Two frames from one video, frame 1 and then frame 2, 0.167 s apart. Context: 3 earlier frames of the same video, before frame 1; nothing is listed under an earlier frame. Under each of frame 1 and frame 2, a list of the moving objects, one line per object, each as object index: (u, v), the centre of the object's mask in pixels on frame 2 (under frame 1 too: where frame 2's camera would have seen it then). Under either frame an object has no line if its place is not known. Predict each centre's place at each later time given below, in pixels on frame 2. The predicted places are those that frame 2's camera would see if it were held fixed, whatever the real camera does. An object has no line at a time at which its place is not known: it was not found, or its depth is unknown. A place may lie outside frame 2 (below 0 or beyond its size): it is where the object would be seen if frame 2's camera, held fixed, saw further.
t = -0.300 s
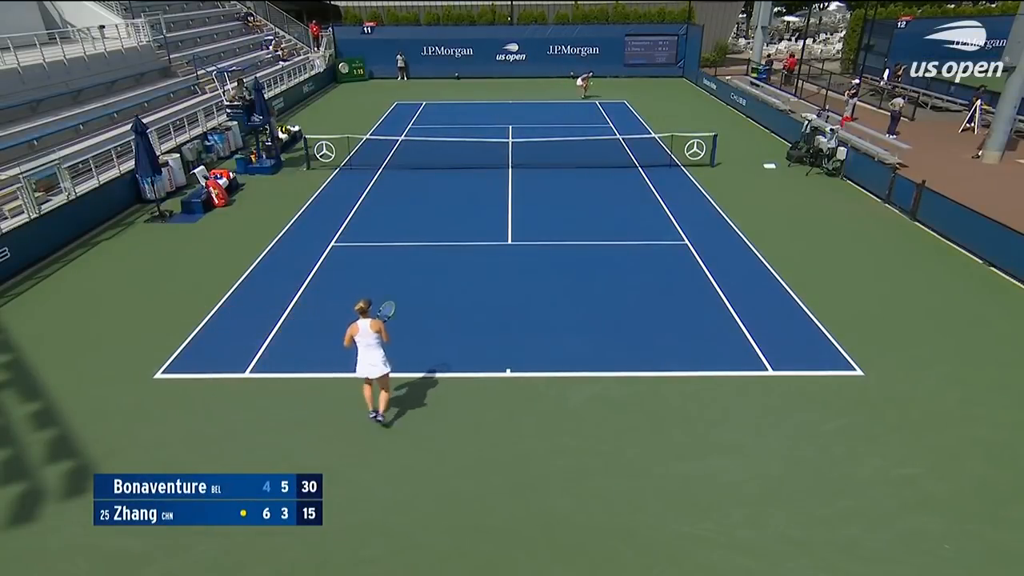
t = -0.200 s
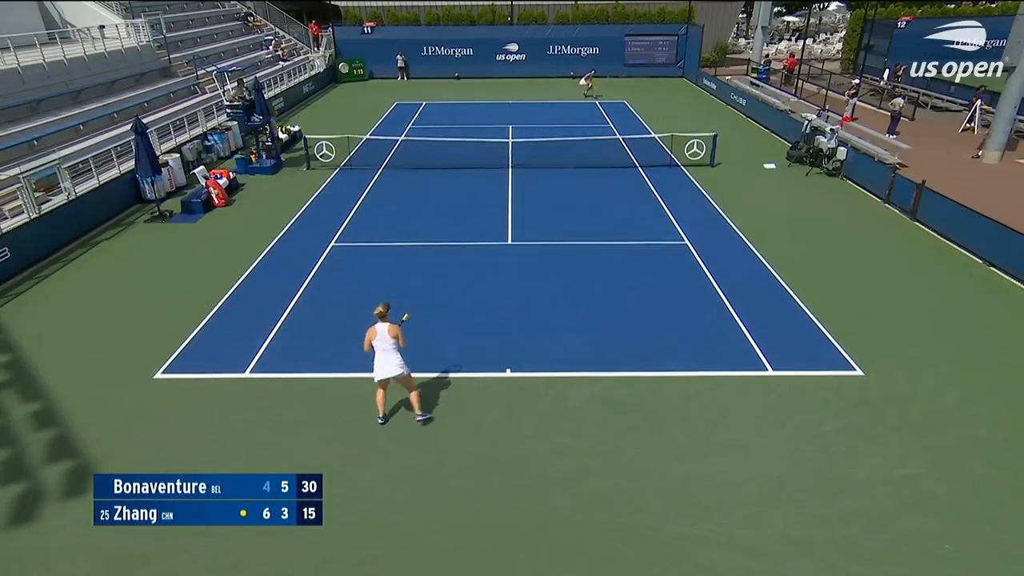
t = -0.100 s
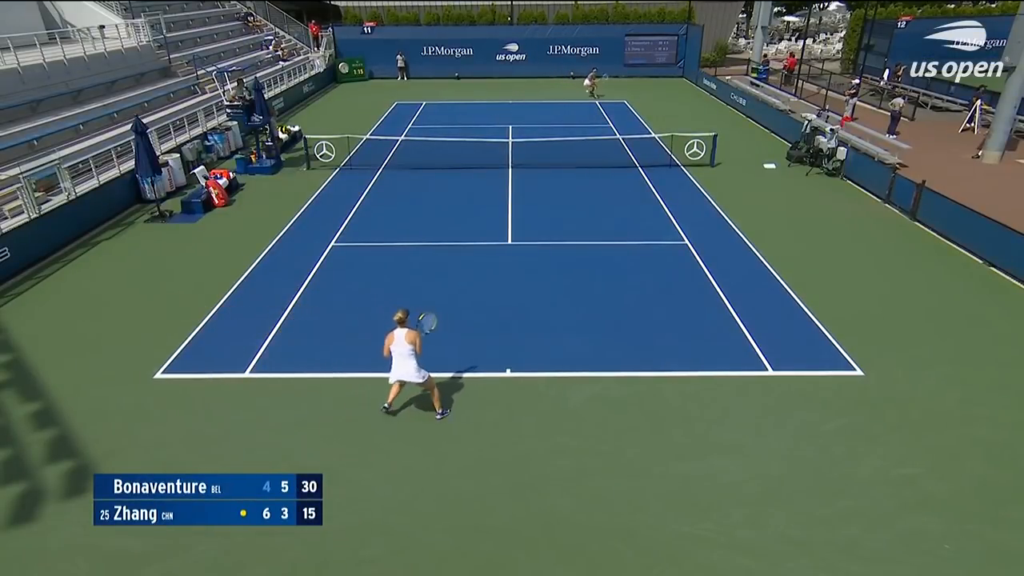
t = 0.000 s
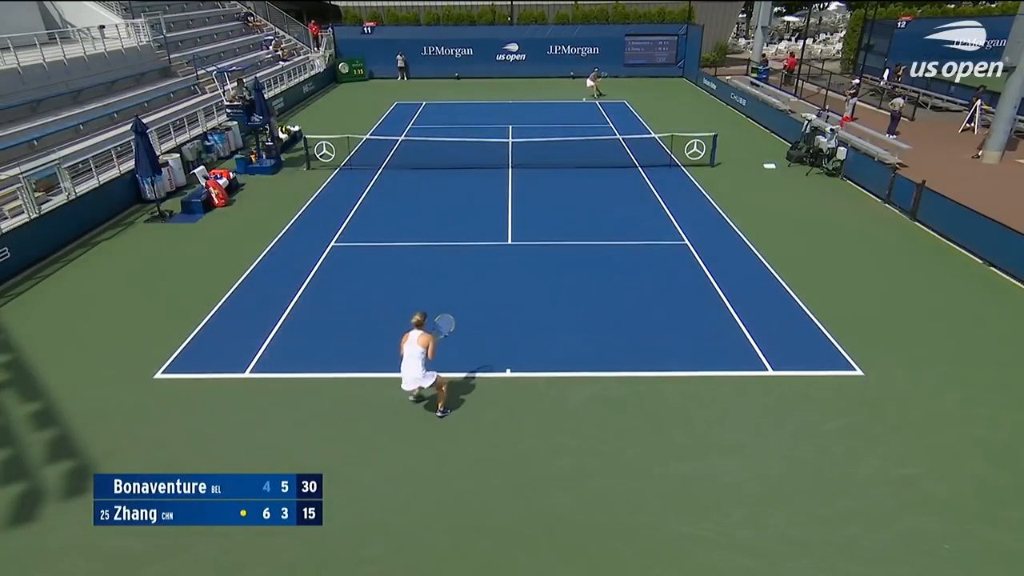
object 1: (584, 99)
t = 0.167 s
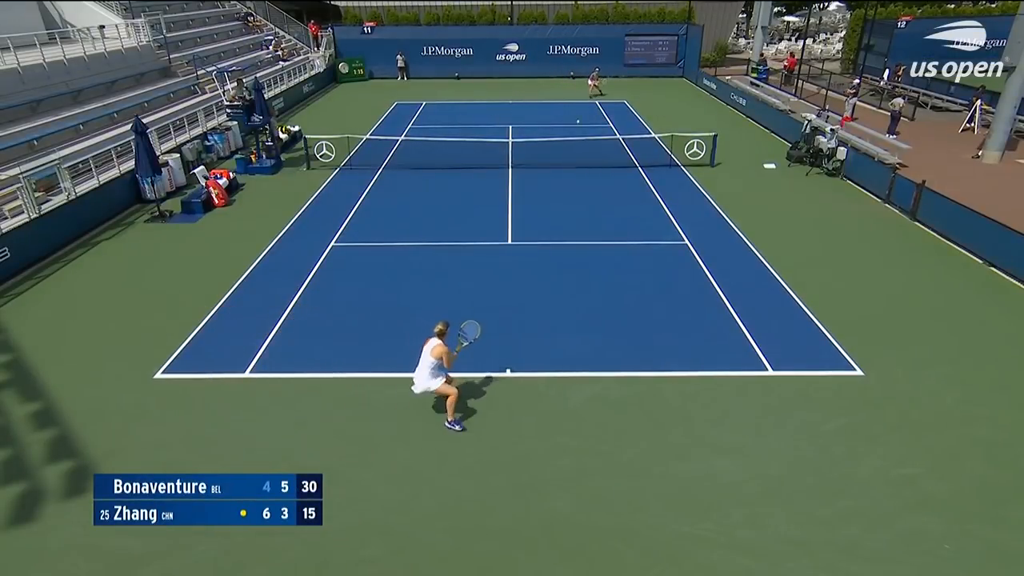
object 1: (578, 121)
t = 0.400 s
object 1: (566, 178)
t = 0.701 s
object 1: (541, 323)
